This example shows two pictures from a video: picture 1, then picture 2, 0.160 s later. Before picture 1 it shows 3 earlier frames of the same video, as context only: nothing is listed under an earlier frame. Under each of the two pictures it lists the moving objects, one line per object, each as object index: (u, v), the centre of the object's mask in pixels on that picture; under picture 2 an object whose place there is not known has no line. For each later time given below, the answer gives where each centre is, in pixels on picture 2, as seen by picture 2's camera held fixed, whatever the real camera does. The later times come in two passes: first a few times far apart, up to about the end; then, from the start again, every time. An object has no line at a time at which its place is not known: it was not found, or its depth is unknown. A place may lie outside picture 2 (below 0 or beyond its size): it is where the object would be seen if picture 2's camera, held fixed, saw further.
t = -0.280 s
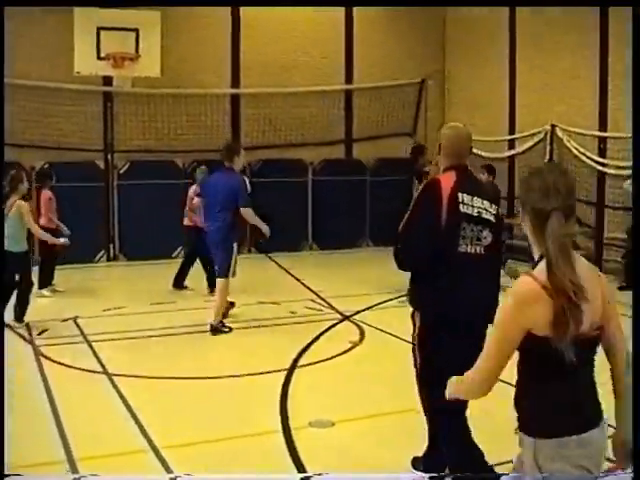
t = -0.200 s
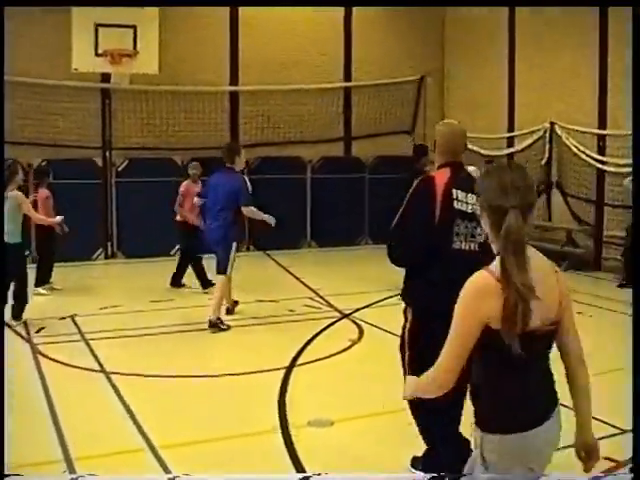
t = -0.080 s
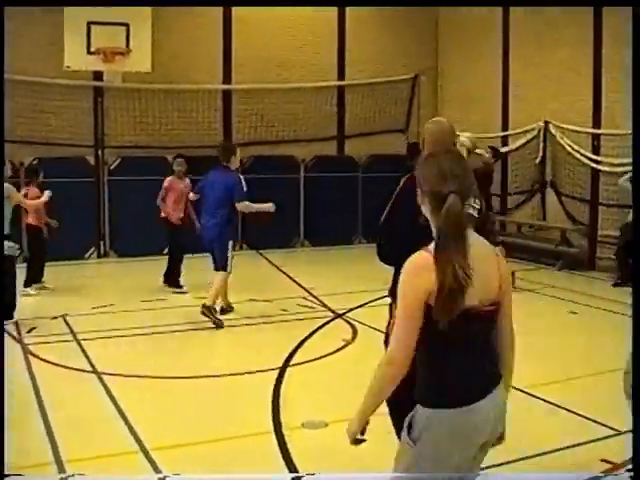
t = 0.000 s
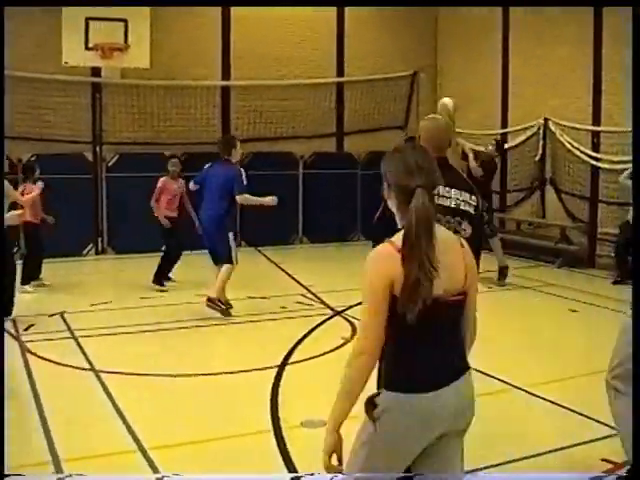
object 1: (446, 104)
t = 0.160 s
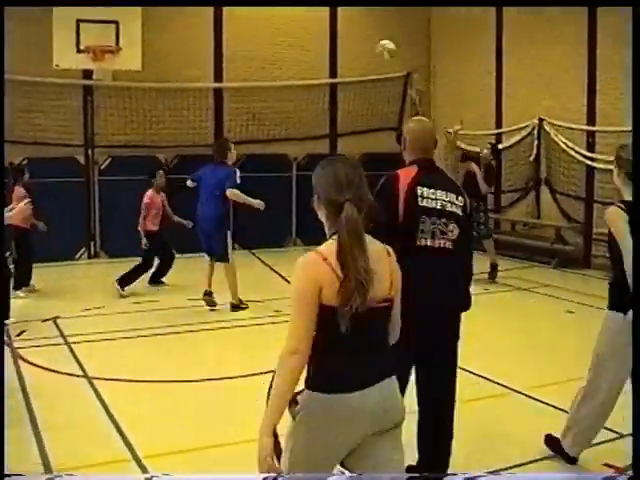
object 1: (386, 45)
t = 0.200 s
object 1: (373, 33)
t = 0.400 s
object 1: (301, -3)
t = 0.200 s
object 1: (373, 33)
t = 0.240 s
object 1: (359, 24)
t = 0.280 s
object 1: (344, 15)
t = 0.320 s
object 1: (331, 6)
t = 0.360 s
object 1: (314, 1)
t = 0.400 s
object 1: (301, -3)
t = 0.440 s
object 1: (285, -4)
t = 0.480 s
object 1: (270, -7)
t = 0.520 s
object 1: (255, -8)
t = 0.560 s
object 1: (243, -6)
